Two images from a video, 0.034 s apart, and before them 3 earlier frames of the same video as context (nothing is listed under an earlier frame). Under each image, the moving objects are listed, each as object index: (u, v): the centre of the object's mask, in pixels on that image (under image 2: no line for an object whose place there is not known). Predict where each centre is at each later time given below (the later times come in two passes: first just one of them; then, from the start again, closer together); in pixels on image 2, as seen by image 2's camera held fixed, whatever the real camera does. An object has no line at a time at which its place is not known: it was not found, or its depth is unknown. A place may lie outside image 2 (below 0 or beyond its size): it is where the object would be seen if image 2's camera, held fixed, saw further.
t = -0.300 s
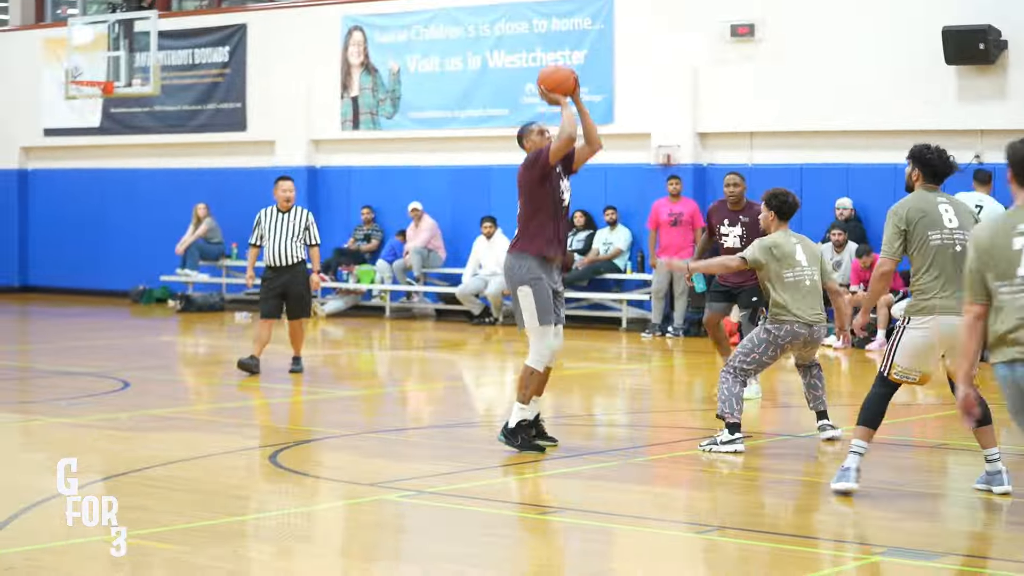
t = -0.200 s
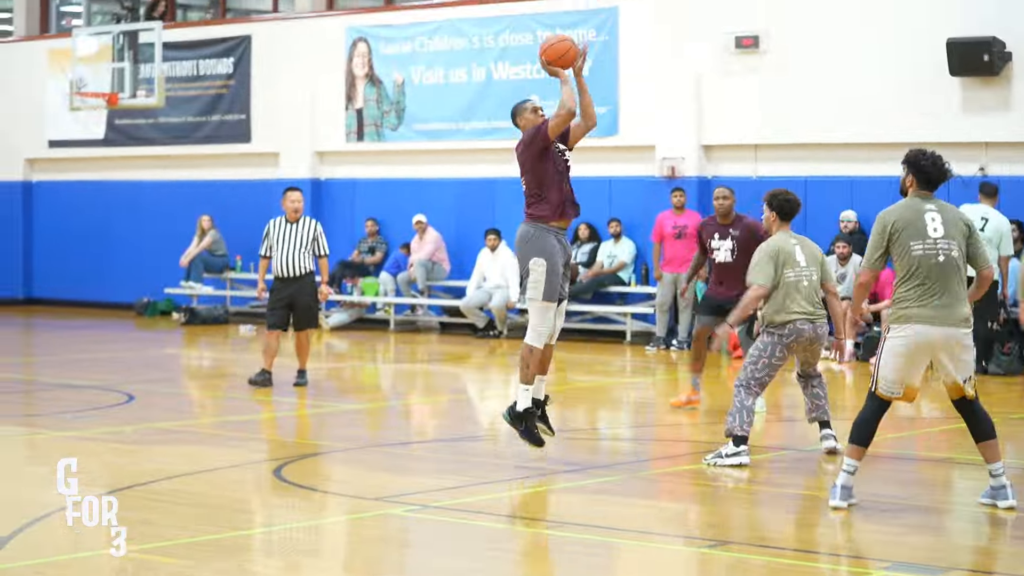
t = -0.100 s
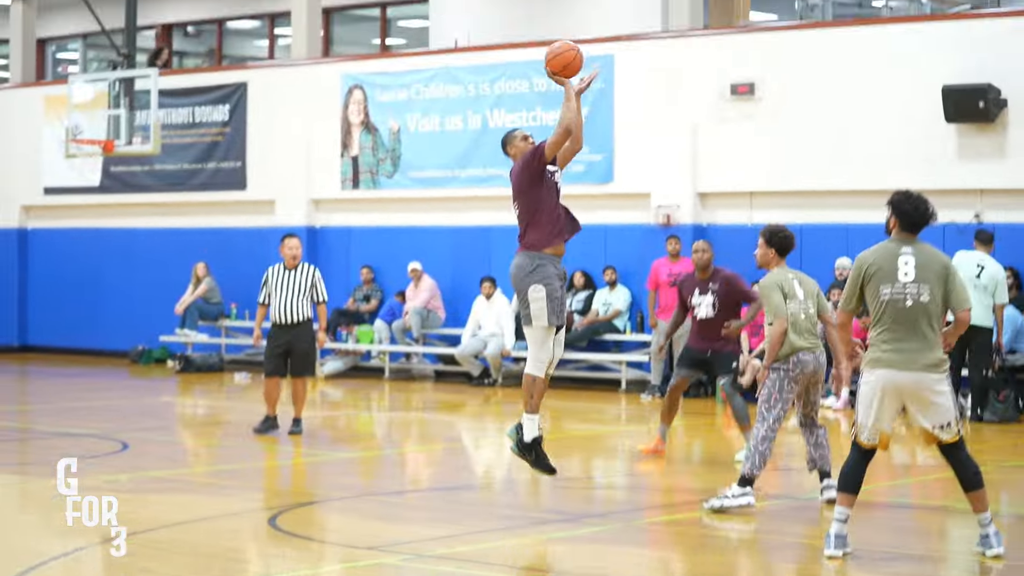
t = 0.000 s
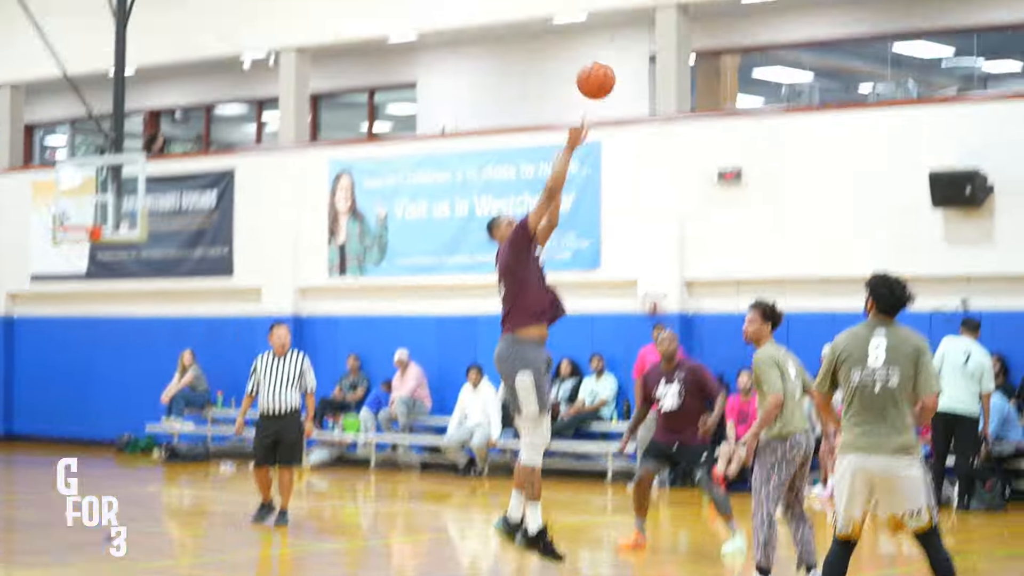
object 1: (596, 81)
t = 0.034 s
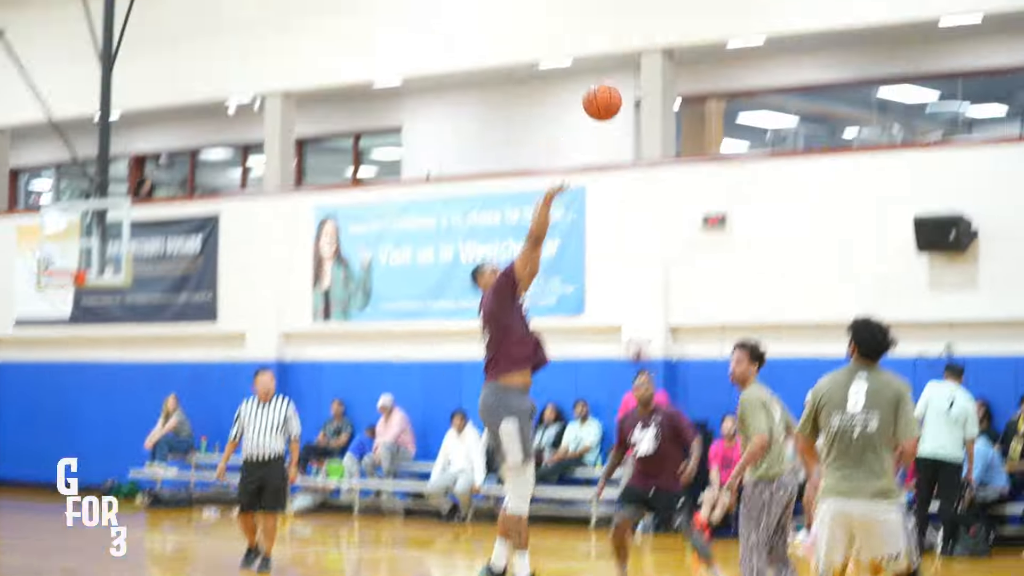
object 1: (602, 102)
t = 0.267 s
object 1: (763, -16)
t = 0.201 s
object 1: (718, 8)
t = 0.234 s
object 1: (741, -4)
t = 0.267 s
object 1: (763, -16)
